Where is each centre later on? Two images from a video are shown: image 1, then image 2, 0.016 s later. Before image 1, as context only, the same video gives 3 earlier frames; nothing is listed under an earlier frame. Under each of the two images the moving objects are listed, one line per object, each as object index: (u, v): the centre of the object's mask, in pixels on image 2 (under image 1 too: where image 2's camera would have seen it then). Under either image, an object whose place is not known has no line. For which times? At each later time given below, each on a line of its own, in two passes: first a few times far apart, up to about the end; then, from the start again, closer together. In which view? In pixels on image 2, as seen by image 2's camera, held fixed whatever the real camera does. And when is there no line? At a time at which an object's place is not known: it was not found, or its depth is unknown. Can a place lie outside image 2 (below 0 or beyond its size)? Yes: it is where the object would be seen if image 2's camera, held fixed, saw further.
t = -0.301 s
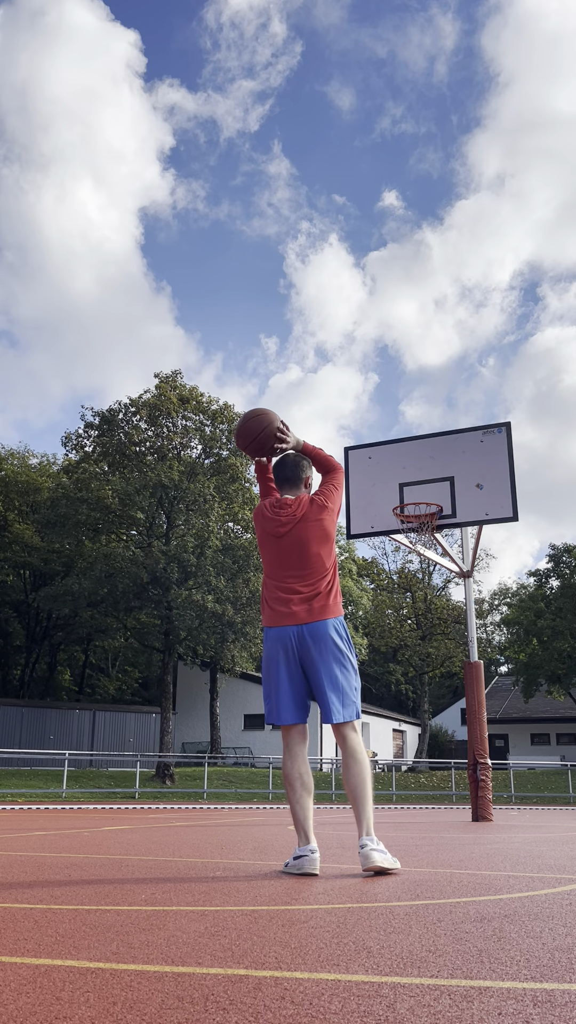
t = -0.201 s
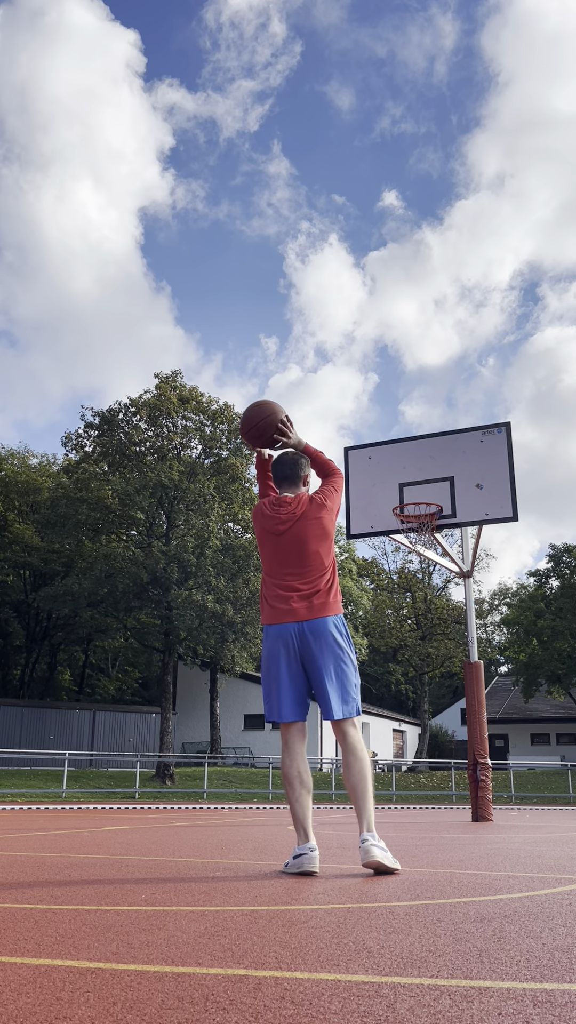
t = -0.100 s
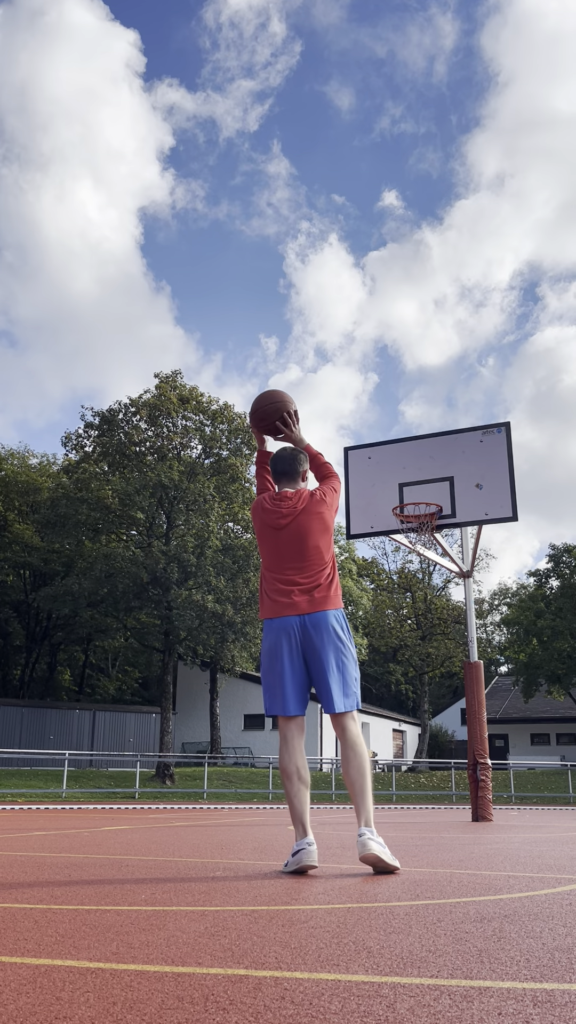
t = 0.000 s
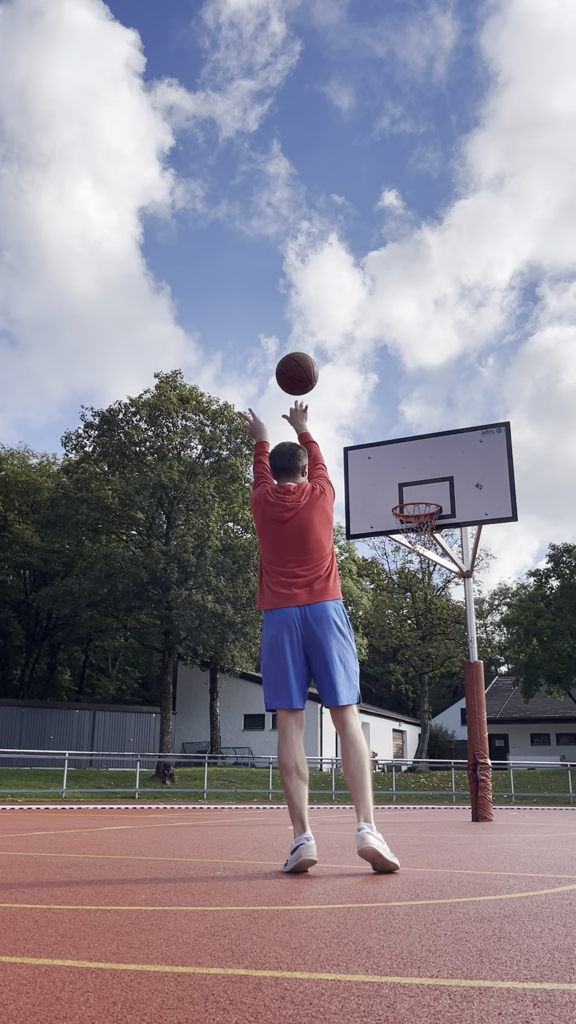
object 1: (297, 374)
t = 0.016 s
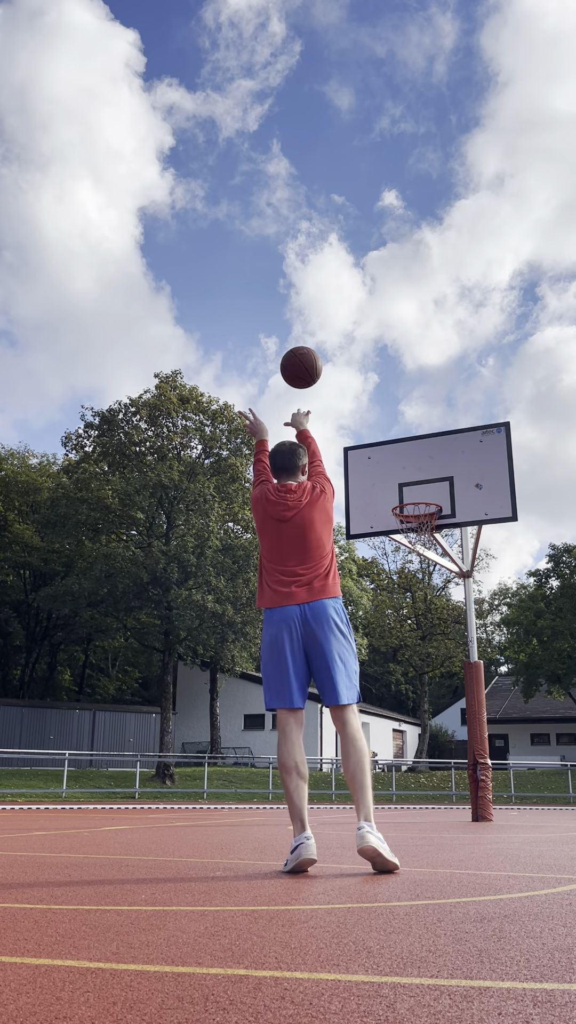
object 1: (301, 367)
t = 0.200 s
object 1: (338, 336)
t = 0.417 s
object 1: (369, 356)
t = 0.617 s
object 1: (392, 412)
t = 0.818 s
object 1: (411, 491)
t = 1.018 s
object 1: (425, 519)
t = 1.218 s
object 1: (416, 540)
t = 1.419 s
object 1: (414, 590)
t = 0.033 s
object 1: (305, 362)
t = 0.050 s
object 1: (309, 357)
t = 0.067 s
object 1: (313, 352)
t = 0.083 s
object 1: (316, 348)
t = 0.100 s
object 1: (320, 345)
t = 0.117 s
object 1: (323, 343)
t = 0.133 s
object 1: (326, 340)
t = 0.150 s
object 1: (329, 339)
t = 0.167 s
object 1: (332, 337)
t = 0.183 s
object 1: (335, 336)
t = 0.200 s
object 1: (338, 336)
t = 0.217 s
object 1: (341, 335)
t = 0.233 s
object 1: (344, 336)
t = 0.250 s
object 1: (346, 336)
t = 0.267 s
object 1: (349, 337)
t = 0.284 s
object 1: (351, 338)
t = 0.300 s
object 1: (354, 339)
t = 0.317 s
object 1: (356, 341)
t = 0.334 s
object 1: (358, 343)
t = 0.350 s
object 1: (361, 345)
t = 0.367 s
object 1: (363, 347)
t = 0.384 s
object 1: (365, 350)
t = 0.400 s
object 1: (367, 353)
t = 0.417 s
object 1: (369, 356)
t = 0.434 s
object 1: (371, 360)
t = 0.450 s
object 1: (373, 364)
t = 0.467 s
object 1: (375, 367)
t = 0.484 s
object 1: (377, 372)
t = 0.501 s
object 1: (379, 376)
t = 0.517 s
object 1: (381, 380)
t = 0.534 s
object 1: (383, 385)
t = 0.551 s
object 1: (385, 390)
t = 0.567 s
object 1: (386, 395)
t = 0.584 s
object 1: (388, 400)
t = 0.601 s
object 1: (390, 406)
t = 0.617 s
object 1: (392, 412)
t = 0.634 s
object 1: (393, 417)
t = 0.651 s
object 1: (395, 423)
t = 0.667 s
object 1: (397, 429)
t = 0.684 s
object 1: (398, 436)
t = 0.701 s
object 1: (400, 442)
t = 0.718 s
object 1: (401, 448)
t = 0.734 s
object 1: (403, 455)
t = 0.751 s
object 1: (405, 462)
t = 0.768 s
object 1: (406, 469)
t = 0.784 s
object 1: (408, 476)
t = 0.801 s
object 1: (409, 483)
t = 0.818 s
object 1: (411, 491)
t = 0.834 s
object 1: (412, 498)
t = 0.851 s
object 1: (413, 508)
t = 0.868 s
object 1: (414, 512)
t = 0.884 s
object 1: (417, 514)
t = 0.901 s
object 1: (420, 514)
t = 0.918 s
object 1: (423, 518)
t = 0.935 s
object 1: (425, 520)
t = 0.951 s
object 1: (425, 520)
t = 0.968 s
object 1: (426, 520)
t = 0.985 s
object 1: (425, 519)
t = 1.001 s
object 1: (426, 519)
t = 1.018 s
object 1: (425, 519)
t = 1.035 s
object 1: (424, 519)
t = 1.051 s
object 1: (424, 519)
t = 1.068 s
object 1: (424, 519)
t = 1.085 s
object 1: (423, 520)
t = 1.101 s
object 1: (421, 521)
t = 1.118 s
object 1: (420, 523)
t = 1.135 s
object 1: (419, 524)
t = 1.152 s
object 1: (418, 526)
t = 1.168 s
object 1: (416, 529)
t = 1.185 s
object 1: (416, 535)
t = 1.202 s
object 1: (416, 534)
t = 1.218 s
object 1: (416, 540)
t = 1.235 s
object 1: (416, 542)
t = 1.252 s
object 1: (416, 545)
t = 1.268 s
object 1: (415, 547)
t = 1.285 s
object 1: (415, 550)
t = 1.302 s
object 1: (415, 554)
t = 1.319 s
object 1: (415, 558)
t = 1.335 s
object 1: (414, 563)
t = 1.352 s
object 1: (414, 568)
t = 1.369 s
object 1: (414, 573)
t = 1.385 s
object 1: (414, 579)
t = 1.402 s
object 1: (414, 584)
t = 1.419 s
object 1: (414, 590)
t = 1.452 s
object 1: (414, 602)
